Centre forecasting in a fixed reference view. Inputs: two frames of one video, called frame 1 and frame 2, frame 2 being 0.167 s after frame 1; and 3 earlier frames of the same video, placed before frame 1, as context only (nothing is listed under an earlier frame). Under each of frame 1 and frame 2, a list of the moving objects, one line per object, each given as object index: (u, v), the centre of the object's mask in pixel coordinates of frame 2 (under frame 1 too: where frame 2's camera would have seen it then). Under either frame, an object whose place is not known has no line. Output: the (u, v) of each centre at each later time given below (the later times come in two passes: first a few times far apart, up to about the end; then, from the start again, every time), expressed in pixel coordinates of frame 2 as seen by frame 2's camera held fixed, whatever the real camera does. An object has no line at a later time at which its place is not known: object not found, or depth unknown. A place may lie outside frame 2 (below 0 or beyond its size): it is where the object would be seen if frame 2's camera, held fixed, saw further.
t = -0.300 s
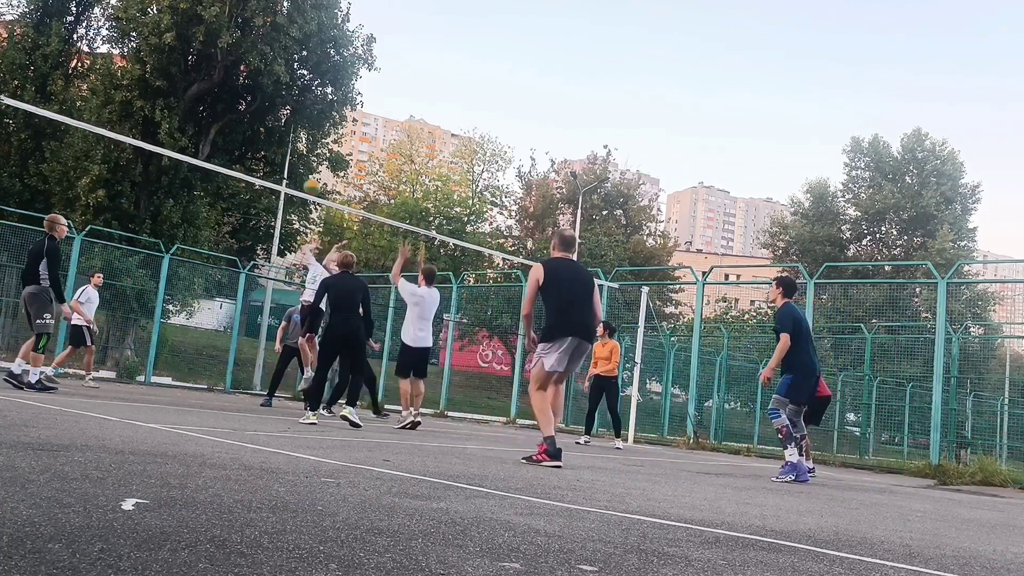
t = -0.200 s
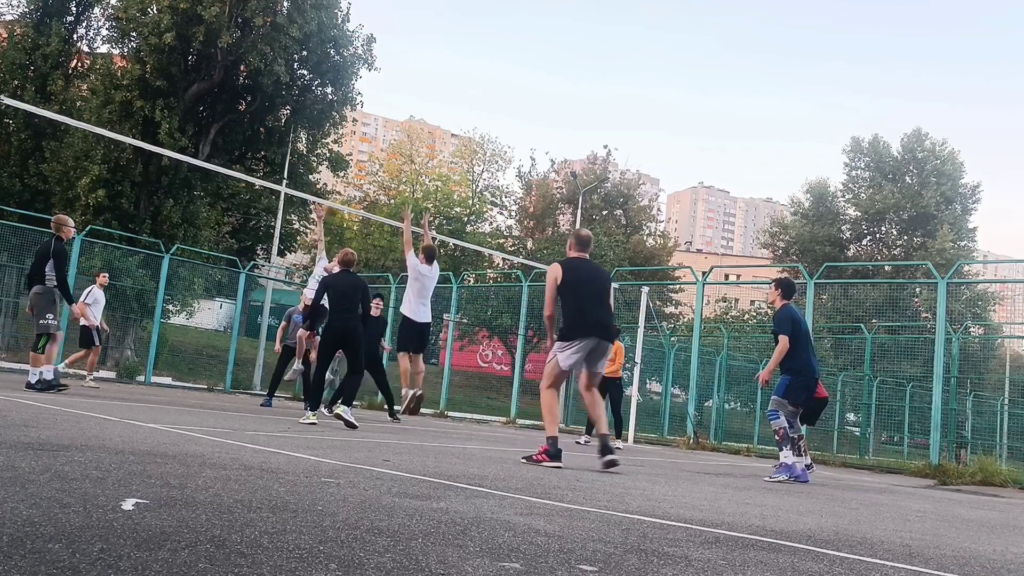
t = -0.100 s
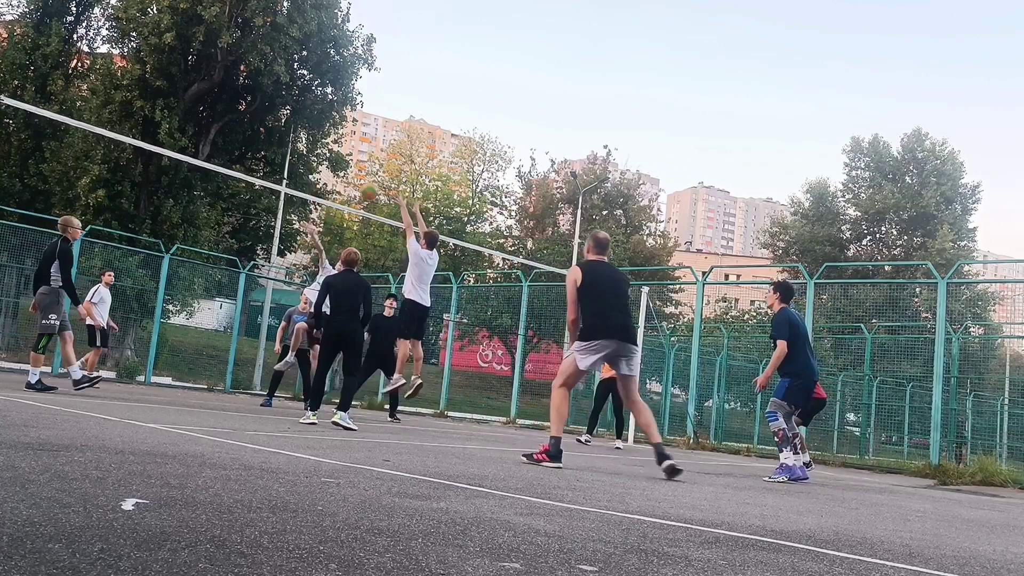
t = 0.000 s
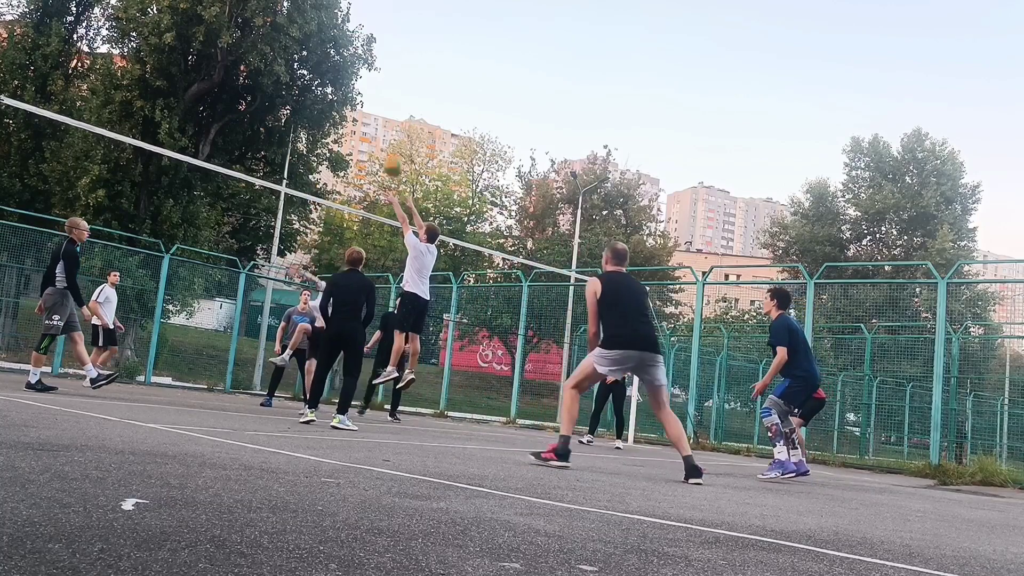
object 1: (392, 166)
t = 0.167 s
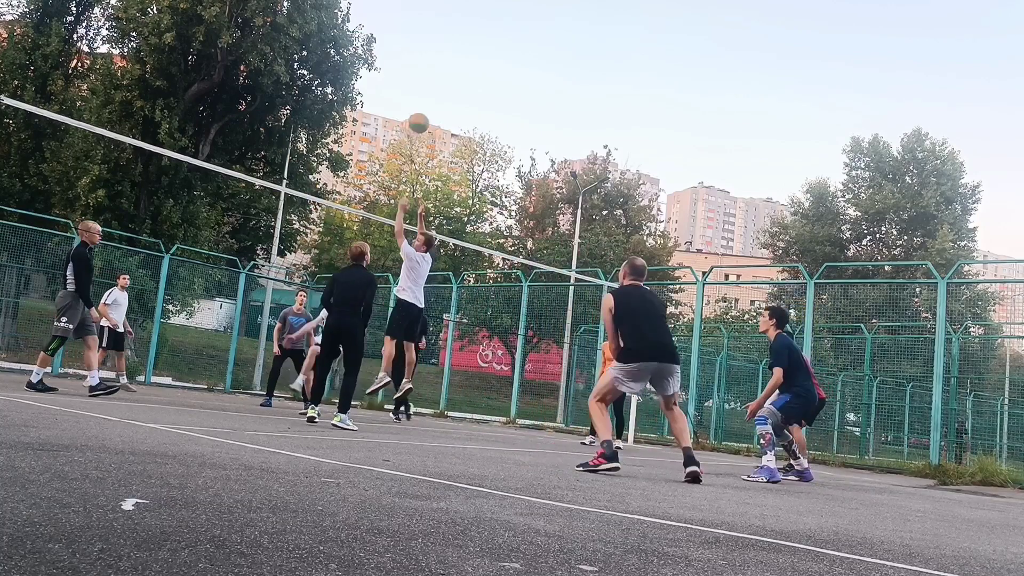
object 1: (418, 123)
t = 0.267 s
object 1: (436, 106)
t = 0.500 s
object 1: (485, 103)
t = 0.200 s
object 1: (424, 117)
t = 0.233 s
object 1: (430, 111)
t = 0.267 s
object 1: (436, 106)
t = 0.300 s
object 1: (443, 102)
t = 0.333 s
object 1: (449, 99)
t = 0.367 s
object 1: (456, 97)
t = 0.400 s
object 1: (463, 97)
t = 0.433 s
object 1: (470, 97)
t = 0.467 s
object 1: (477, 100)
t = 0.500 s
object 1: (485, 103)
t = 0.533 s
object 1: (493, 109)
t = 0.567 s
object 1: (501, 116)
